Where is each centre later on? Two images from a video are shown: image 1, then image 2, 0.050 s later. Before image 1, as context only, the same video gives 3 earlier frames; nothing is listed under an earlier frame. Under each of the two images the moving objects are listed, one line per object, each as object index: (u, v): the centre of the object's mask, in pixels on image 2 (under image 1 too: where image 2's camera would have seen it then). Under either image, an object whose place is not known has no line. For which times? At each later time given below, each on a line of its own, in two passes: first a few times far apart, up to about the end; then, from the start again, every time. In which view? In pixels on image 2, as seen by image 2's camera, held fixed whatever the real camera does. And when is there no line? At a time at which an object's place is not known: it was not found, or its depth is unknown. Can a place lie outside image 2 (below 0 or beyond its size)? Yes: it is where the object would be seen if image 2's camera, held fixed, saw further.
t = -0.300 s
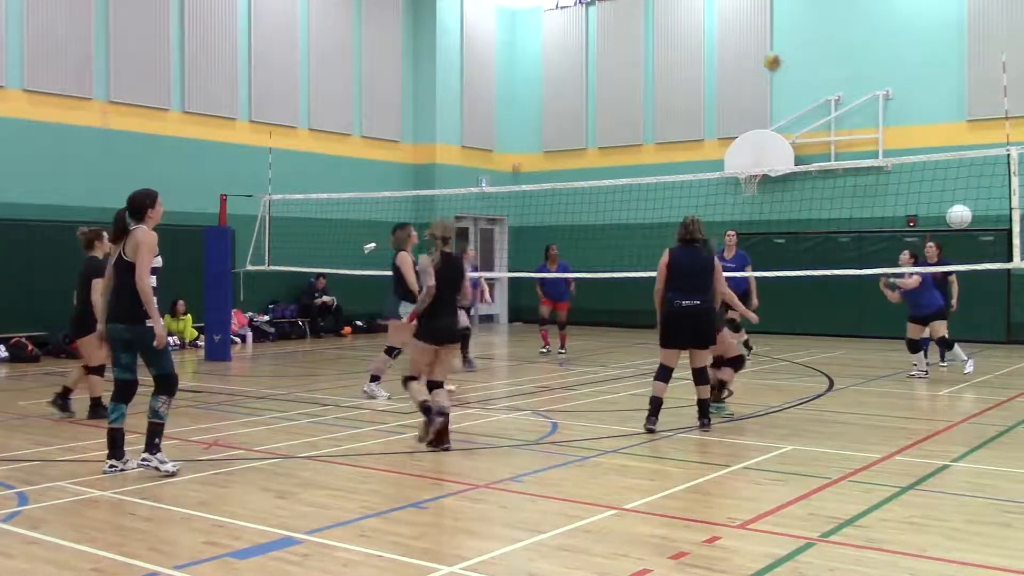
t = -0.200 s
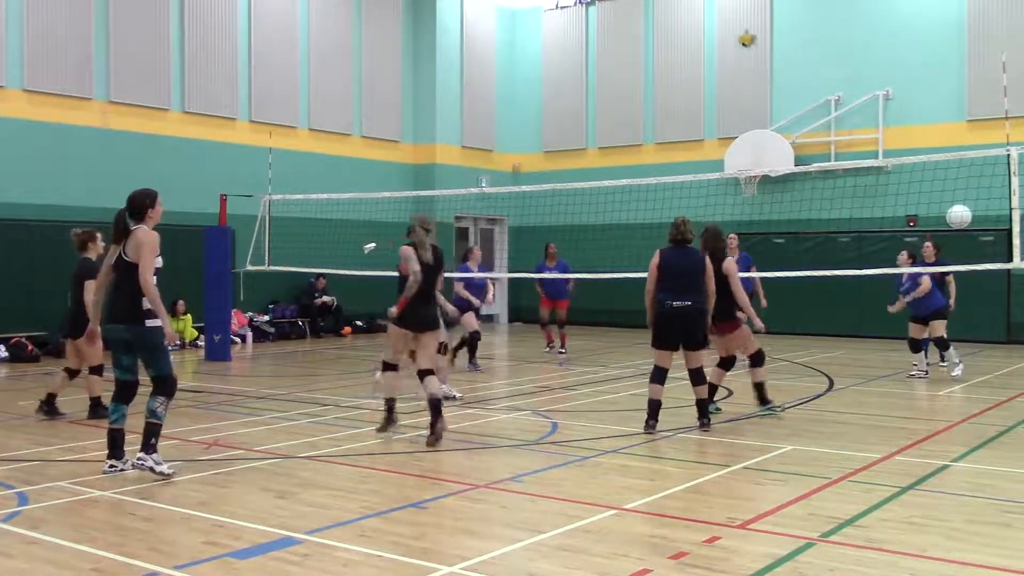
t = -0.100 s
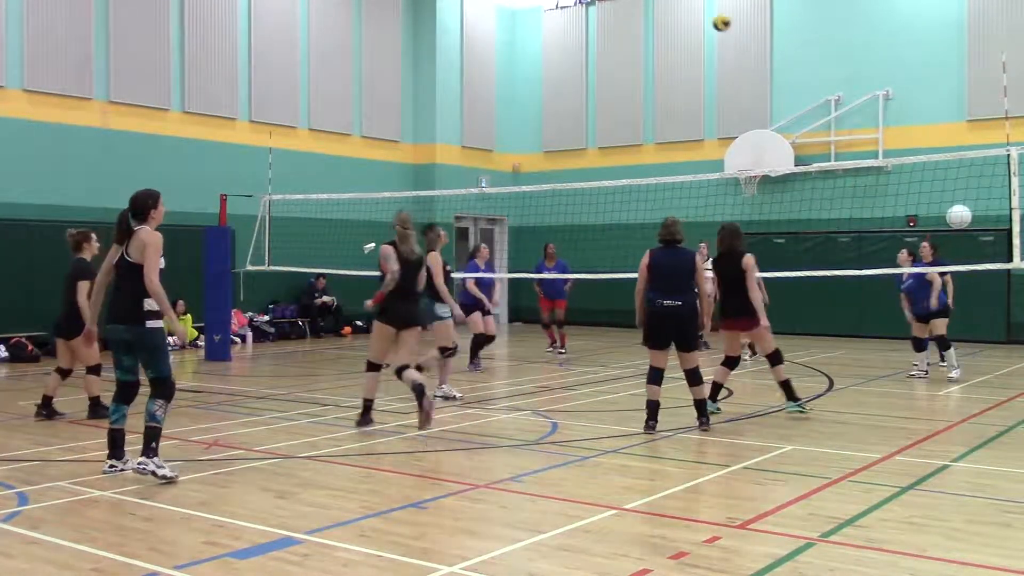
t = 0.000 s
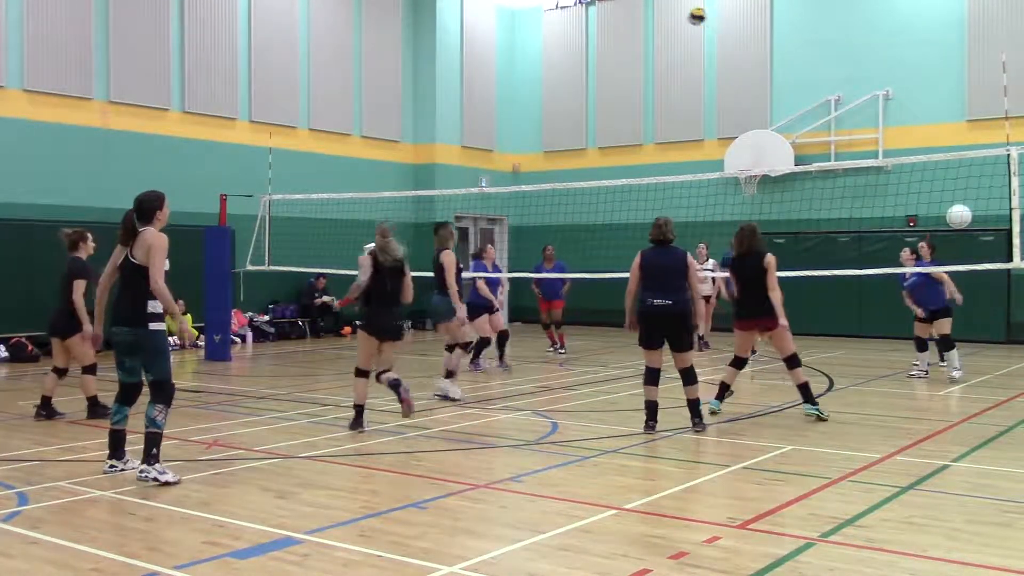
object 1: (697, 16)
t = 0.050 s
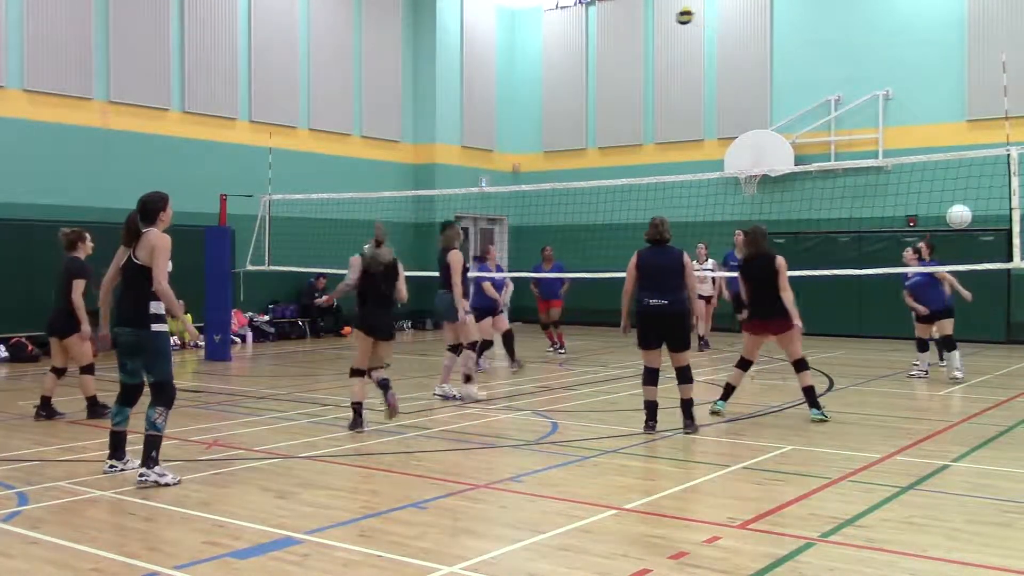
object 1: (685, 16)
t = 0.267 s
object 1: (631, 40)
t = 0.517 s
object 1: (573, 117)
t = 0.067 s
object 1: (680, 16)
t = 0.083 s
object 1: (676, 17)
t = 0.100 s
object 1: (671, 18)
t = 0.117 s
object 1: (668, 19)
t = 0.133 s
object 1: (663, 20)
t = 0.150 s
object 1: (660, 22)
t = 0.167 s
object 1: (656, 24)
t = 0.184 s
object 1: (651, 26)
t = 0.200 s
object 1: (648, 28)
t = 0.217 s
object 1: (645, 30)
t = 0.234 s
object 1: (640, 34)
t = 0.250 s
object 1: (636, 37)
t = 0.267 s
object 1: (631, 40)
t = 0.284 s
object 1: (627, 44)
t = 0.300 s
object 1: (623, 46)
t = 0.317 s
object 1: (620, 50)
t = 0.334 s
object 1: (615, 54)
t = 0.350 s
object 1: (612, 60)
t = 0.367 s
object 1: (608, 64)
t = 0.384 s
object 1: (604, 69)
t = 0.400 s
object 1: (600, 75)
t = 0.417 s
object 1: (595, 78)
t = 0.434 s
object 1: (591, 83)
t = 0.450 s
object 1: (588, 91)
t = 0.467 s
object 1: (585, 96)
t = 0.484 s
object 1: (582, 104)
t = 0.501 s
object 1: (577, 110)
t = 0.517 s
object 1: (573, 117)
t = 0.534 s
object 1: (570, 123)
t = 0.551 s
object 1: (567, 129)
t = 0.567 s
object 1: (563, 134)
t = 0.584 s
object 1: (560, 144)
